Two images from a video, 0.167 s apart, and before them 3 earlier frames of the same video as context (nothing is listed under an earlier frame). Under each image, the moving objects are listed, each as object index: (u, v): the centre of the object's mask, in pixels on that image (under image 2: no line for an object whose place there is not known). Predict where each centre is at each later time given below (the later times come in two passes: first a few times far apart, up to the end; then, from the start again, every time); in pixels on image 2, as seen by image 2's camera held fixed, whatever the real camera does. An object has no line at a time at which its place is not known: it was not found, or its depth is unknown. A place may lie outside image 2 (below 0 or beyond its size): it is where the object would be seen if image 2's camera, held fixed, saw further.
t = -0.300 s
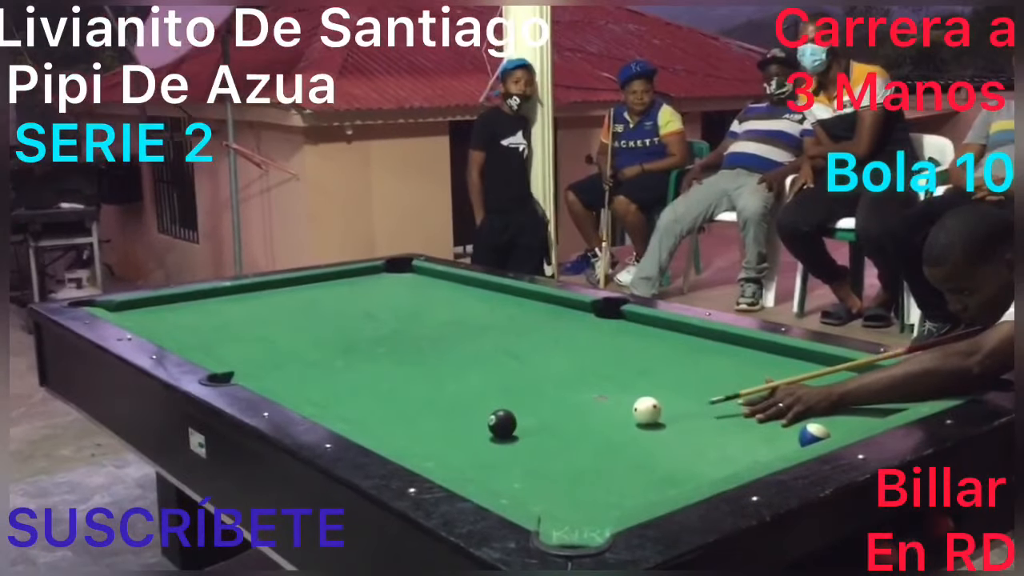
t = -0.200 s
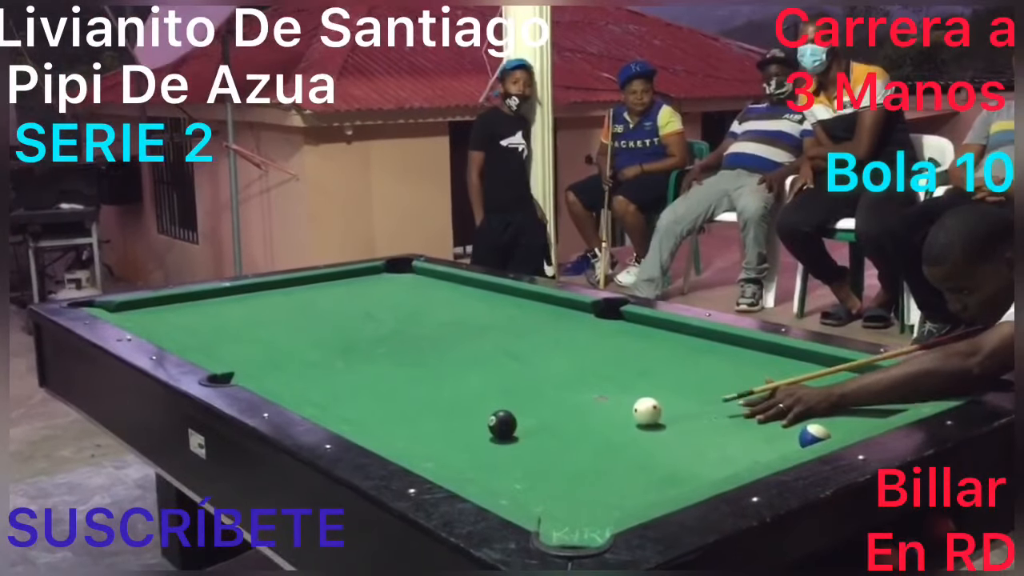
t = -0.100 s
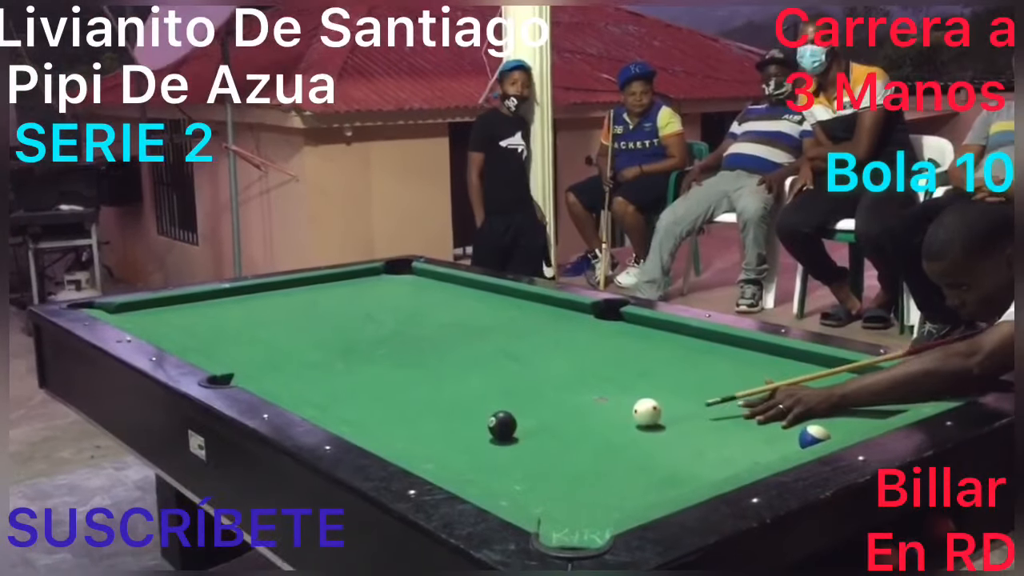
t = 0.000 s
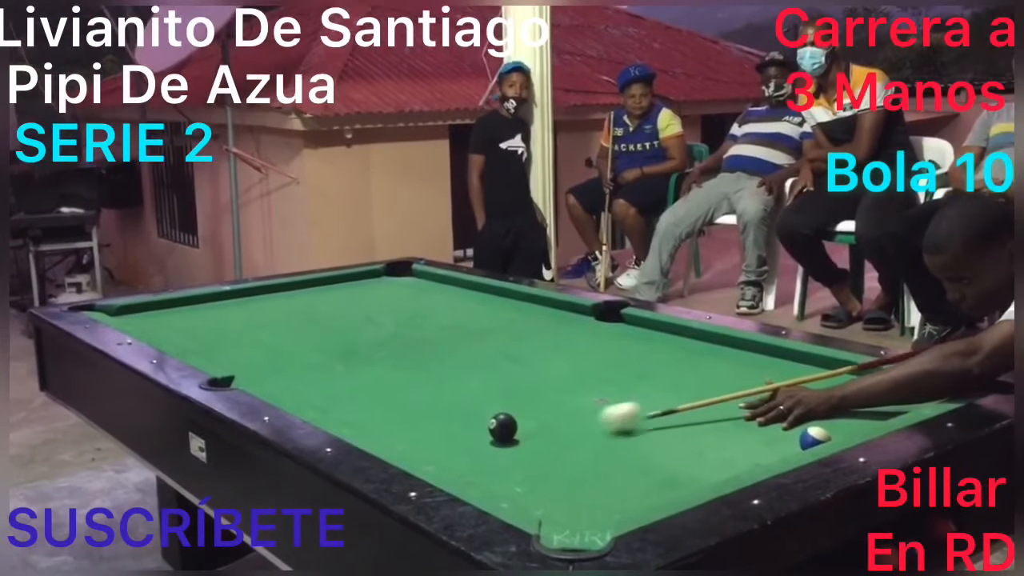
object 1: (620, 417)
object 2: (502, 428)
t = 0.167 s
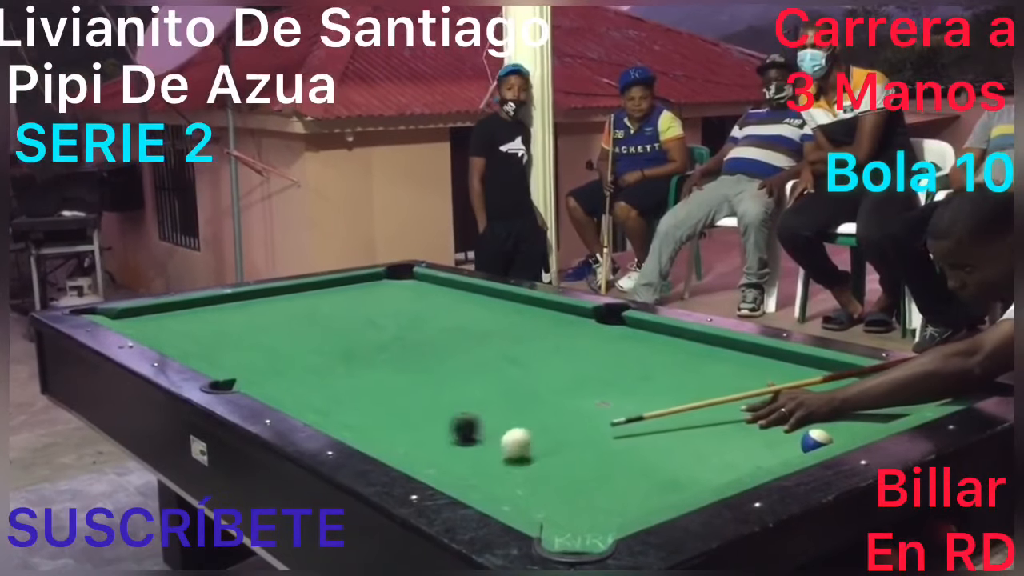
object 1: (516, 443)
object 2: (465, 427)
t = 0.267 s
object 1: (496, 458)
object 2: (421, 423)
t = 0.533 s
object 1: (509, 482)
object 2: (327, 410)
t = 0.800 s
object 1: (603, 485)
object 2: (329, 399)
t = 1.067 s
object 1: (694, 483)
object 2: (333, 385)
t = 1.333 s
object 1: (697, 465)
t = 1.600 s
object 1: (698, 445)
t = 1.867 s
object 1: (699, 427)
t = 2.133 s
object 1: (700, 413)
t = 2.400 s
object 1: (700, 400)
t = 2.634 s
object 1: (700, 391)
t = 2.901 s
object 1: (700, 381)
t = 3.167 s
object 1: (700, 373)
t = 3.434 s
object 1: (699, 366)
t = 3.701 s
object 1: (699, 361)
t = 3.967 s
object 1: (698, 356)
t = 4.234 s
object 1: (697, 352)
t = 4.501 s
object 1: (696, 349)
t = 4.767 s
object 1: (695, 346)
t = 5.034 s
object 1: (694, 344)
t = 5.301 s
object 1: (694, 343)
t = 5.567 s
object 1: (693, 343)
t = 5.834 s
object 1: (693, 343)
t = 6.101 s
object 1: (694, 343)
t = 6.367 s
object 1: (693, 343)
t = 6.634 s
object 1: (693, 343)
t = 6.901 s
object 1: (693, 343)
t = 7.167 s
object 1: (693, 342)
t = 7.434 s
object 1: (694, 343)
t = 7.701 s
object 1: (693, 343)
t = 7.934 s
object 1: (694, 343)
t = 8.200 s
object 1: (693, 343)
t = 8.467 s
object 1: (693, 343)
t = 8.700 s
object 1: (693, 343)
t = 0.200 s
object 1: (509, 448)
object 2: (450, 427)
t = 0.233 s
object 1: (503, 453)
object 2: (436, 425)
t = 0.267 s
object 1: (496, 458)
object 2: (421, 423)
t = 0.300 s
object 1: (490, 463)
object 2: (408, 423)
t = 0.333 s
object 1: (483, 468)
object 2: (395, 422)
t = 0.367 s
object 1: (476, 472)
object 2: (381, 421)
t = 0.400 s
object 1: (470, 475)
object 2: (368, 419)
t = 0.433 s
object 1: (474, 477)
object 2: (355, 418)
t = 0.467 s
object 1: (486, 480)
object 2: (342, 415)
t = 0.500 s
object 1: (498, 481)
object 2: (331, 412)
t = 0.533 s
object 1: (509, 482)
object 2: (327, 410)
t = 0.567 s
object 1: (521, 482)
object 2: (327, 409)
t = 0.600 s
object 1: (533, 483)
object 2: (327, 408)
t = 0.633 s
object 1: (544, 483)
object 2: (327, 407)
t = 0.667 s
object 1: (556, 484)
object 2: (328, 406)
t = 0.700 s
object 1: (568, 484)
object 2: (328, 404)
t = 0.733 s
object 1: (579, 484)
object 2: (328, 402)
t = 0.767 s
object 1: (591, 485)
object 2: (329, 401)
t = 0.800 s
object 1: (603, 485)
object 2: (329, 399)
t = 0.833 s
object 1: (615, 486)
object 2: (330, 397)
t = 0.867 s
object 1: (626, 486)
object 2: (330, 395)
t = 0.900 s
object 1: (637, 487)
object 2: (331, 394)
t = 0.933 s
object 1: (649, 487)
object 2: (332, 392)
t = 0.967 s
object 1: (660, 487)
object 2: (332, 390)
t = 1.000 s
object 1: (671, 486)
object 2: (332, 389)
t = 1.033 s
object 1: (683, 485)
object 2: (333, 387)
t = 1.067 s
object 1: (694, 483)
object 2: (333, 385)
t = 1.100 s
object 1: (696, 481)
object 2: (333, 384)
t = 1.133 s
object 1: (697, 479)
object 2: (334, 382)
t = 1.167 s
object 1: (697, 477)
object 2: (334, 381)
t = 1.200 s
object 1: (697, 476)
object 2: (335, 379)
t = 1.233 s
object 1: (697, 474)
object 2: (335, 378)
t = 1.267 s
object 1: (697, 471)
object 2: (336, 377)
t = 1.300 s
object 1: (697, 468)
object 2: (336, 375)
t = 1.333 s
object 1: (697, 465)
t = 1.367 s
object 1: (697, 462)
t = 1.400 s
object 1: (698, 459)
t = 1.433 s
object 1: (697, 457)
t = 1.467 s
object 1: (698, 455)
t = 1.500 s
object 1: (698, 452)
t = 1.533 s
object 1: (698, 449)
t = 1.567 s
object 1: (698, 447)
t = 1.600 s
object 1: (698, 445)
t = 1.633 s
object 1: (698, 442)
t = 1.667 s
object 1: (698, 440)
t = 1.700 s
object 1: (698, 438)
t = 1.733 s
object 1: (699, 436)
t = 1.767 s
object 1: (699, 434)
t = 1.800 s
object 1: (699, 432)
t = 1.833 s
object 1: (699, 429)
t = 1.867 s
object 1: (699, 427)
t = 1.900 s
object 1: (699, 426)
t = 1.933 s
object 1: (699, 423)
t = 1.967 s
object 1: (699, 422)
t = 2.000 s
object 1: (699, 420)
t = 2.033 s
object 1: (700, 418)
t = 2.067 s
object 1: (700, 416)
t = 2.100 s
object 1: (700, 414)
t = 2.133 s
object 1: (700, 413)
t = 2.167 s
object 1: (700, 411)
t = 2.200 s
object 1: (700, 409)
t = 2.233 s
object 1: (700, 408)
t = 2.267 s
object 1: (700, 406)
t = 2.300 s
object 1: (700, 404)
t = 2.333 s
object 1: (700, 403)
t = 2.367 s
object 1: (700, 401)
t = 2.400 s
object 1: (700, 400)
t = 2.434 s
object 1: (700, 399)
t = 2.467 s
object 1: (700, 397)
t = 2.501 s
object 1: (700, 396)
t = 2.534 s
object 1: (700, 394)
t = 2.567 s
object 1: (700, 393)
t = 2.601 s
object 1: (700, 392)
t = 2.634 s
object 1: (700, 391)
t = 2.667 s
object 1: (700, 389)
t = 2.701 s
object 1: (700, 388)
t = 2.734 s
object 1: (700, 387)
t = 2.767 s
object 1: (700, 385)
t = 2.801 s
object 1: (700, 384)
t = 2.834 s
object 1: (700, 383)
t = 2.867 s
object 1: (700, 382)
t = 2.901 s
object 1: (700, 381)
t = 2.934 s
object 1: (700, 380)
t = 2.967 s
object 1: (700, 379)
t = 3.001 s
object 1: (700, 378)
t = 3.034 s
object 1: (700, 377)
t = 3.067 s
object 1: (700, 376)
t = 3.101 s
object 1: (700, 375)
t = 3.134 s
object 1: (700, 374)
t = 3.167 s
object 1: (700, 373)
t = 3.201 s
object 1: (700, 372)
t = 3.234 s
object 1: (700, 372)
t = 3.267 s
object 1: (700, 371)
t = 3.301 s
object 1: (700, 370)
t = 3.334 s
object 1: (700, 369)
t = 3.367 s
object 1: (700, 368)
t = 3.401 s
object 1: (699, 368)
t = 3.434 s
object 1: (699, 366)
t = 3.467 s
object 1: (699, 366)
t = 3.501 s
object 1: (699, 365)
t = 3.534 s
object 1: (699, 364)
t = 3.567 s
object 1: (699, 364)
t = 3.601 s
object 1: (699, 363)
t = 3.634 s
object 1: (699, 362)
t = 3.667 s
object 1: (699, 362)
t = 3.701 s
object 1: (699, 361)
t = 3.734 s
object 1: (699, 360)
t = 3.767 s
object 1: (699, 360)
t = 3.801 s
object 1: (698, 359)
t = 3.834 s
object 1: (698, 358)
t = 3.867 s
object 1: (698, 358)
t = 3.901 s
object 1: (698, 357)
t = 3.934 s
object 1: (698, 356)
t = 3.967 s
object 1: (698, 356)
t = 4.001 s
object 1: (698, 355)
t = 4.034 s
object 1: (698, 355)
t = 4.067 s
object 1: (698, 354)
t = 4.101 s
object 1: (698, 354)
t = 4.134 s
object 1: (698, 353)
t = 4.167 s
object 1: (697, 353)
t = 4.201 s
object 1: (697, 352)
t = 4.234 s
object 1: (697, 352)
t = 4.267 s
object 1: (697, 351)
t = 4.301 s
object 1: (697, 351)
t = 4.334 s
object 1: (697, 351)
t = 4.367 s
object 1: (697, 350)
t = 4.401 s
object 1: (697, 350)
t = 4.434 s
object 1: (697, 349)
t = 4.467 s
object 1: (696, 349)
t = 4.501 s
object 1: (696, 349)
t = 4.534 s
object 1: (696, 348)
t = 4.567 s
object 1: (696, 348)
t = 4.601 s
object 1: (696, 347)
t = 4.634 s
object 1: (695, 347)
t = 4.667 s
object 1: (695, 347)
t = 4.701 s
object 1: (695, 346)
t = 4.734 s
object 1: (695, 346)
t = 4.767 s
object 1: (695, 346)
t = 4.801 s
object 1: (695, 346)
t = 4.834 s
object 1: (694, 346)
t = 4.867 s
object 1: (694, 345)
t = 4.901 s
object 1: (694, 345)
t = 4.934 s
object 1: (694, 345)
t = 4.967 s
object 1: (694, 345)
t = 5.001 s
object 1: (694, 344)
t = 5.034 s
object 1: (694, 344)
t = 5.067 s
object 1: (694, 344)
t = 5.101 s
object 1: (694, 344)
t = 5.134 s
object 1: (694, 344)
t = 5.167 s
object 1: (694, 344)
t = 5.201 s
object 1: (694, 344)
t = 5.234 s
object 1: (693, 343)
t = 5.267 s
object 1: (693, 343)
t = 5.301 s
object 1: (694, 343)
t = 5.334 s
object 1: (693, 343)
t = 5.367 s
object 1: (693, 343)
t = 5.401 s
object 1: (693, 343)
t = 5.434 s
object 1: (694, 343)
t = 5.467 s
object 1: (693, 343)
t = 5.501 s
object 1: (693, 343)
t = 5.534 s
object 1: (693, 343)
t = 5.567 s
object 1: (693, 343)
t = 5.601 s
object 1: (693, 343)
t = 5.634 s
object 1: (693, 342)
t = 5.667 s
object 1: (693, 343)
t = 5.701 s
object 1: (693, 342)
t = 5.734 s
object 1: (693, 342)
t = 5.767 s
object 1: (693, 343)
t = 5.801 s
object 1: (693, 343)
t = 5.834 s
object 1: (693, 343)
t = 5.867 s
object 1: (694, 343)
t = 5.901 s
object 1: (693, 343)
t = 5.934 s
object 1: (693, 342)
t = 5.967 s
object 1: (693, 342)
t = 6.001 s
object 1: (694, 343)
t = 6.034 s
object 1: (694, 343)
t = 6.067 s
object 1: (693, 343)
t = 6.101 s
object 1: (694, 343)
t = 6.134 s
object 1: (694, 342)
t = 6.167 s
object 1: (694, 343)
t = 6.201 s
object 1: (693, 343)
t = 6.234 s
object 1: (694, 342)
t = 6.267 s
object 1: (693, 343)
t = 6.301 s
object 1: (694, 343)
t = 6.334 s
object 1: (693, 343)
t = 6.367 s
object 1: (693, 343)
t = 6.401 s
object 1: (694, 343)
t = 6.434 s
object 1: (693, 343)
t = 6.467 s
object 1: (694, 343)
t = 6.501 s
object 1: (693, 343)
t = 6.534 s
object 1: (693, 343)
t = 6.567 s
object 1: (693, 343)
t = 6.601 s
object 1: (693, 343)
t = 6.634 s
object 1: (693, 343)
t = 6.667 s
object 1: (694, 342)
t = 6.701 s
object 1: (693, 343)
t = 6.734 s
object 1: (693, 343)
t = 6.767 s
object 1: (693, 343)
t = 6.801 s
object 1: (694, 343)
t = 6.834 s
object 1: (694, 343)
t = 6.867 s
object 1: (693, 343)
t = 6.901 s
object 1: (693, 343)
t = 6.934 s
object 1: (693, 343)
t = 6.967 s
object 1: (695, 334)
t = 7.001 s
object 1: (692, 338)
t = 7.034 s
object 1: (692, 341)
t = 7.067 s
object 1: (693, 341)
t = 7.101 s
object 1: (693, 342)
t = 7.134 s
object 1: (693, 343)
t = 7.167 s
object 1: (693, 342)
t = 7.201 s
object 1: (693, 343)
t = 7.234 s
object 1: (694, 343)
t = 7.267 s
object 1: (694, 343)
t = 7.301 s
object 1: (694, 343)
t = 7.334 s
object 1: (694, 343)
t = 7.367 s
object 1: (694, 343)
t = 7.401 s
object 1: (694, 343)
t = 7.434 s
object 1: (694, 343)
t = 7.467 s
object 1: (694, 343)
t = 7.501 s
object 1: (694, 343)
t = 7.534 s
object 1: (694, 343)
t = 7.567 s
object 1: (694, 343)
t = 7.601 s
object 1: (694, 343)
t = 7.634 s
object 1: (694, 343)
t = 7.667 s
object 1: (694, 343)
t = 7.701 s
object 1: (693, 343)
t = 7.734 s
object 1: (694, 343)
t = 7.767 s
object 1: (694, 342)
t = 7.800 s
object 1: (693, 343)
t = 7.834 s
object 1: (694, 343)
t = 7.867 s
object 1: (694, 343)
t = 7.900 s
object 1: (694, 343)
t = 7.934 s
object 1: (694, 343)
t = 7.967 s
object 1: (694, 343)
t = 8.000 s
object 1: (693, 343)
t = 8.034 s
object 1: (694, 343)
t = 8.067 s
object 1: (694, 343)
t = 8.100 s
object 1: (693, 343)
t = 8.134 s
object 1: (694, 343)
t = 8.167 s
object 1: (693, 343)
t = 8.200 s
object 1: (693, 343)
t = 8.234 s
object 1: (693, 343)
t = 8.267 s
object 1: (693, 342)
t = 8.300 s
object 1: (693, 343)
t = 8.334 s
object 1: (693, 343)
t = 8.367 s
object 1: (693, 343)
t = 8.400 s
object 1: (693, 343)
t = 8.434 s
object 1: (693, 343)
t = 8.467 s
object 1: (693, 343)
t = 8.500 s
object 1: (693, 343)
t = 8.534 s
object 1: (693, 343)
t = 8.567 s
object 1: (693, 343)
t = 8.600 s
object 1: (693, 343)
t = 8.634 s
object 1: (693, 343)
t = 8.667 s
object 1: (693, 343)
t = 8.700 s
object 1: (693, 343)
